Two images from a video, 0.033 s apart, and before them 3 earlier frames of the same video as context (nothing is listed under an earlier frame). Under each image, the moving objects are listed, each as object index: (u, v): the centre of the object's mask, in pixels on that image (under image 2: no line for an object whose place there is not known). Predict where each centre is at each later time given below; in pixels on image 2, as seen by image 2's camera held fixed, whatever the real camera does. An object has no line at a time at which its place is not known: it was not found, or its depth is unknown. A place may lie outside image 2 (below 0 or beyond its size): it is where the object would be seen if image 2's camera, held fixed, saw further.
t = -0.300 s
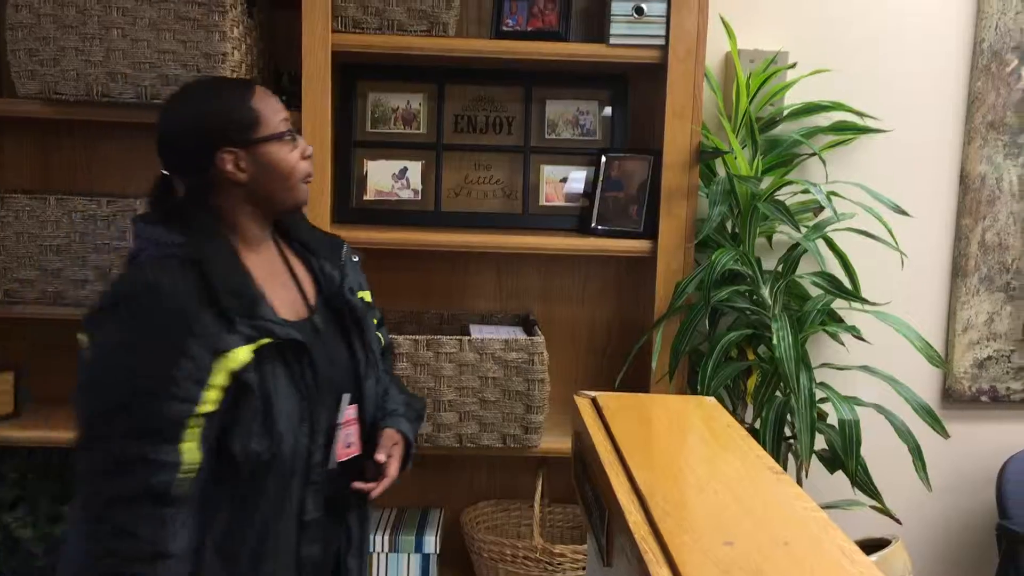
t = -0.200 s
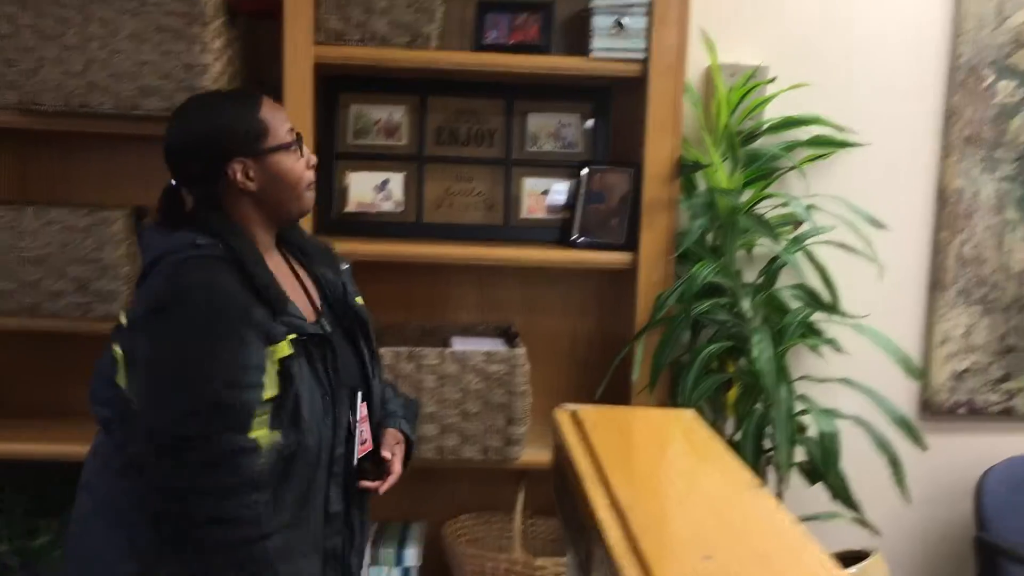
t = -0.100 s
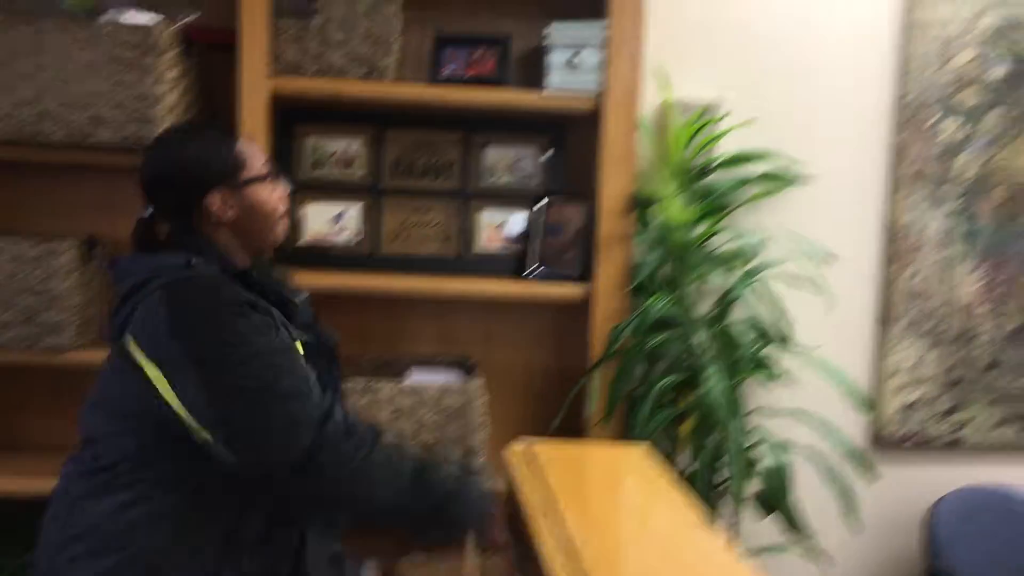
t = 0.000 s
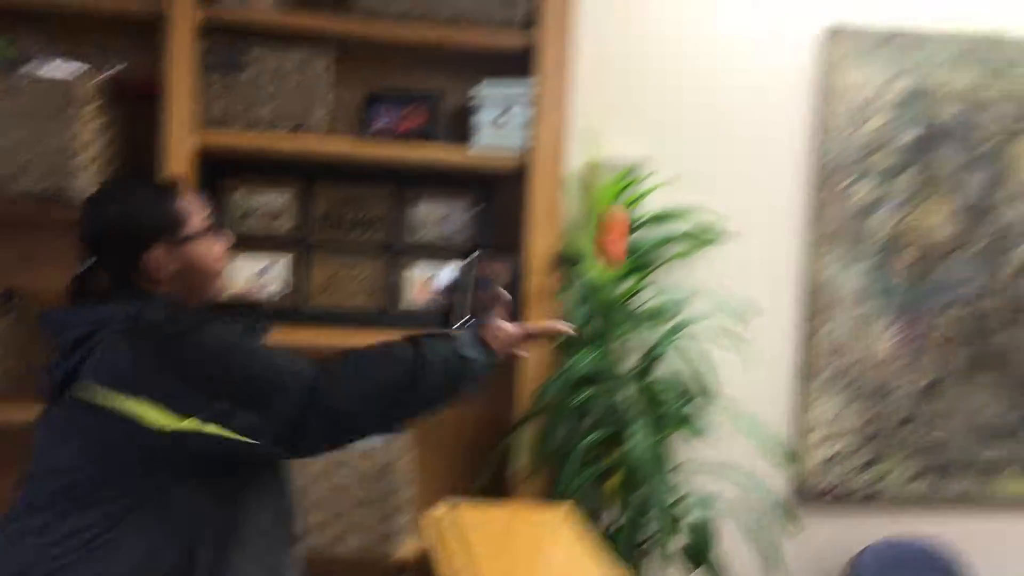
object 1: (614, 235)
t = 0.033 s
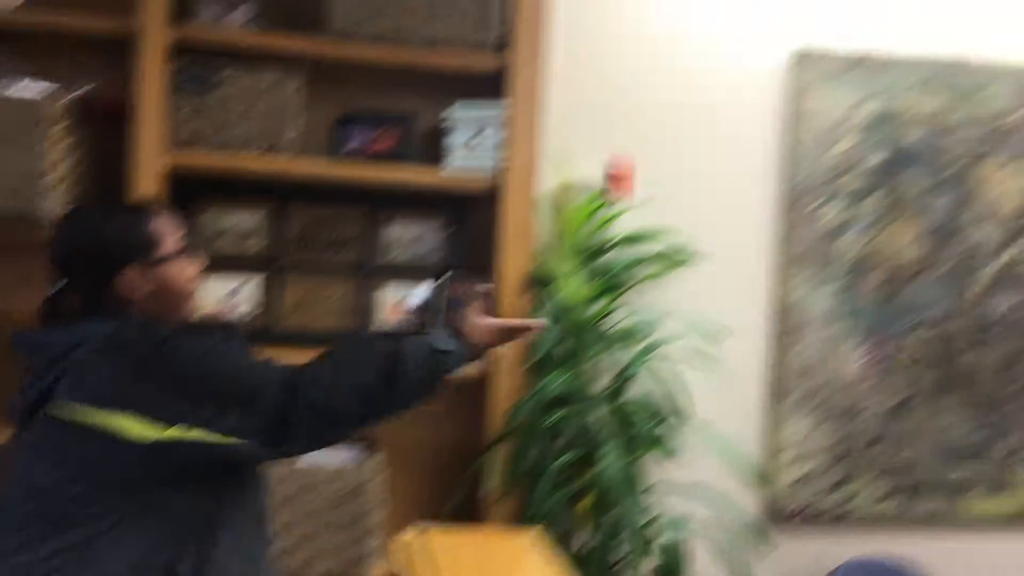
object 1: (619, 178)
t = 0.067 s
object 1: (652, 110)
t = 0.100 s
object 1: (681, 53)
